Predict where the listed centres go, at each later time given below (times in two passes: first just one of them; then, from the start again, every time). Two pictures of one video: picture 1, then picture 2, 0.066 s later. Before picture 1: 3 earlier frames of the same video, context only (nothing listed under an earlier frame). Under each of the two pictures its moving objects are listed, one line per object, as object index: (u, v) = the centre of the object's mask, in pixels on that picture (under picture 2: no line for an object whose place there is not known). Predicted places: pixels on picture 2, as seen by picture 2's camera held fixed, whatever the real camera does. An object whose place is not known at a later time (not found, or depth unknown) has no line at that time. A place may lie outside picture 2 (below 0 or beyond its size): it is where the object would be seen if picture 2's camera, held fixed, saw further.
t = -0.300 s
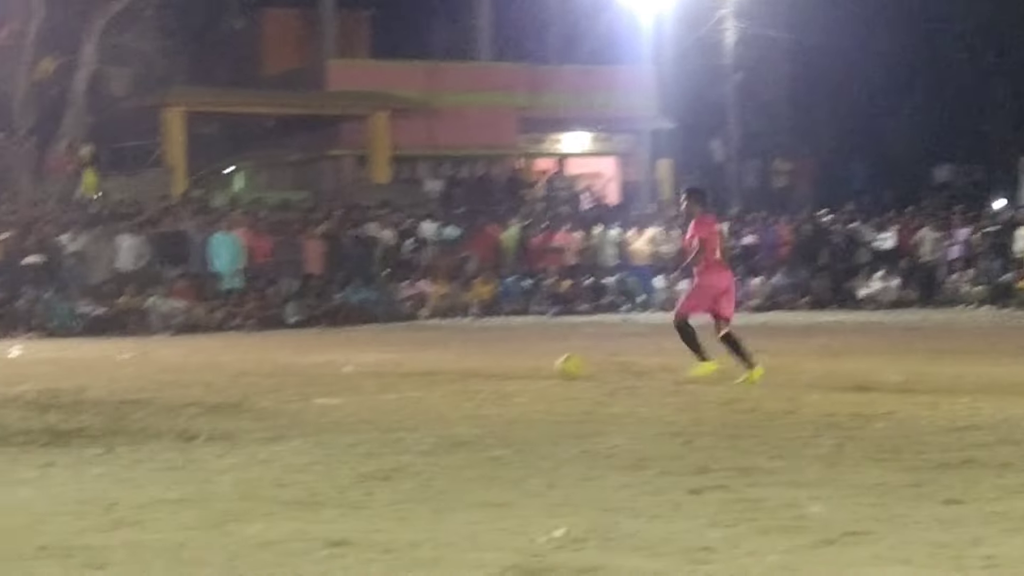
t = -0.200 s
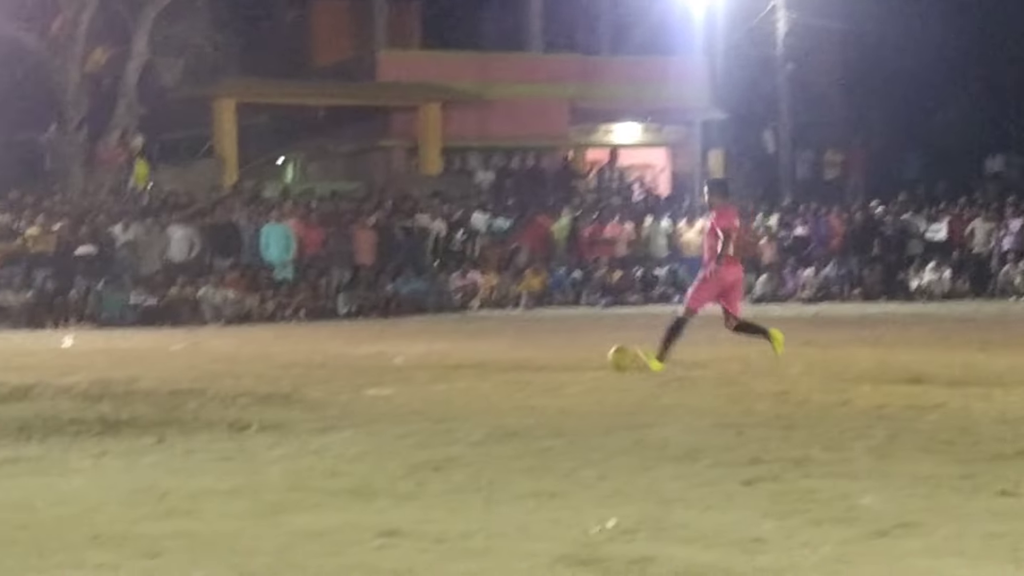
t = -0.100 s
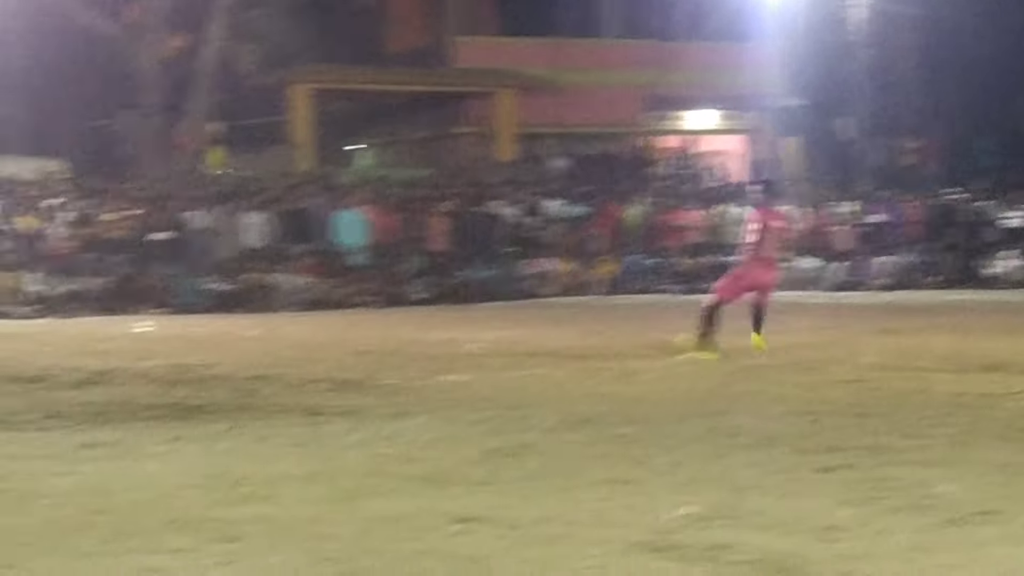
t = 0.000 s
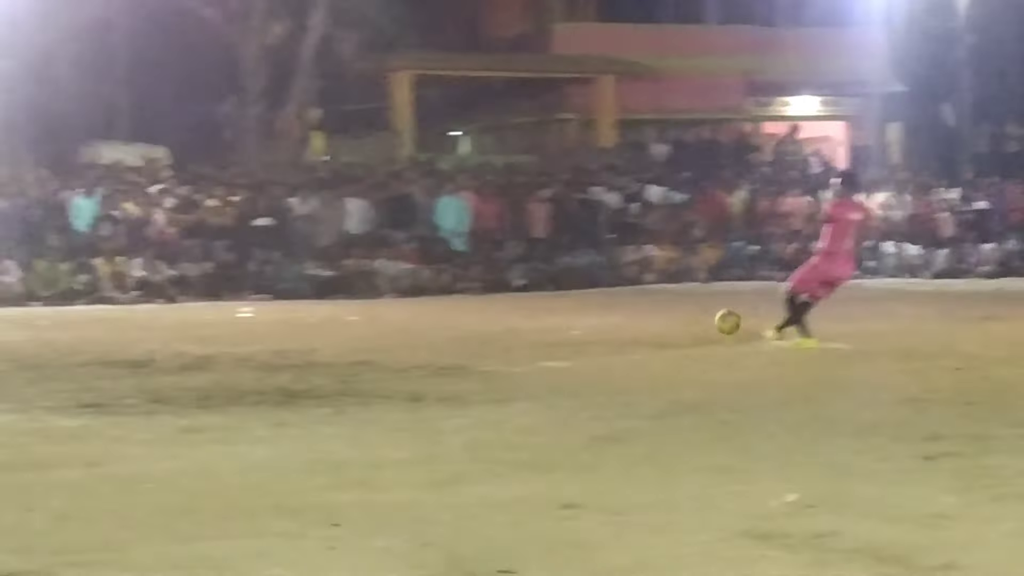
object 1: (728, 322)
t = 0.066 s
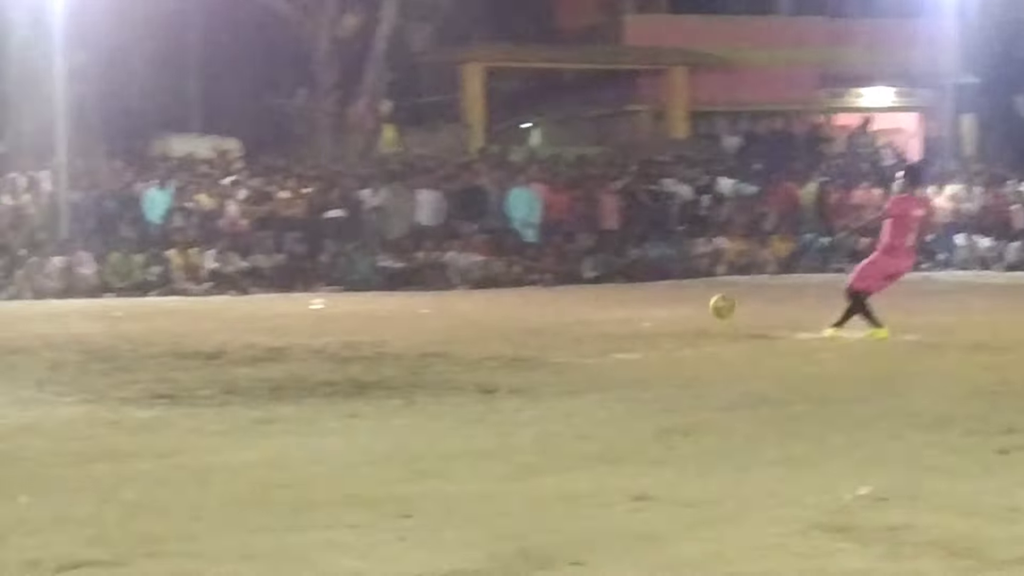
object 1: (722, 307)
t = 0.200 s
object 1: (585, 303)
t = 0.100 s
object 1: (686, 304)
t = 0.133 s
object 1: (651, 302)
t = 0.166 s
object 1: (617, 302)
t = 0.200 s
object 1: (585, 303)
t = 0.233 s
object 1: (553, 305)
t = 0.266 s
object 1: (522, 307)
